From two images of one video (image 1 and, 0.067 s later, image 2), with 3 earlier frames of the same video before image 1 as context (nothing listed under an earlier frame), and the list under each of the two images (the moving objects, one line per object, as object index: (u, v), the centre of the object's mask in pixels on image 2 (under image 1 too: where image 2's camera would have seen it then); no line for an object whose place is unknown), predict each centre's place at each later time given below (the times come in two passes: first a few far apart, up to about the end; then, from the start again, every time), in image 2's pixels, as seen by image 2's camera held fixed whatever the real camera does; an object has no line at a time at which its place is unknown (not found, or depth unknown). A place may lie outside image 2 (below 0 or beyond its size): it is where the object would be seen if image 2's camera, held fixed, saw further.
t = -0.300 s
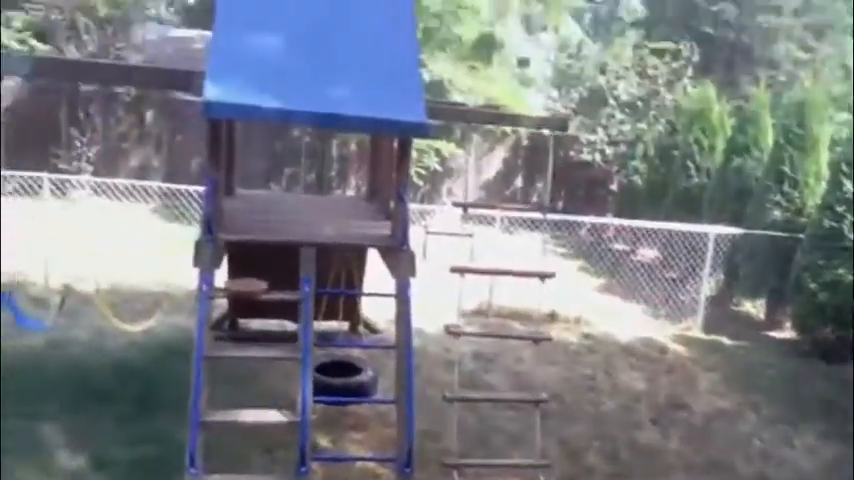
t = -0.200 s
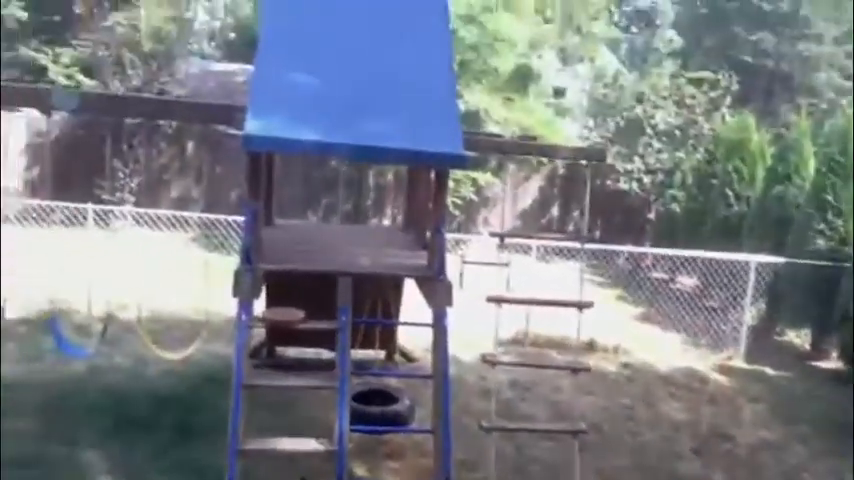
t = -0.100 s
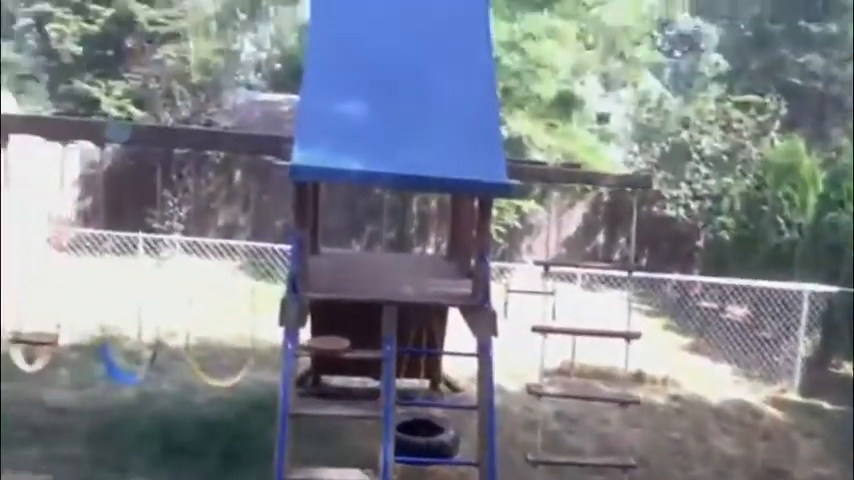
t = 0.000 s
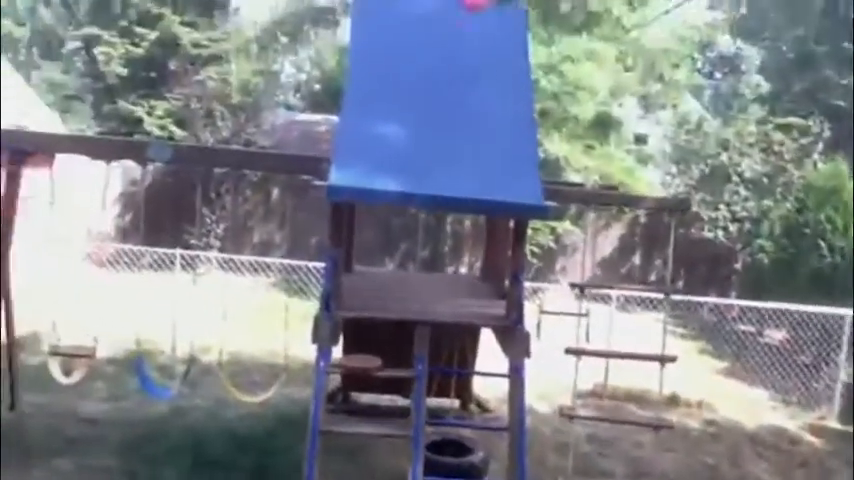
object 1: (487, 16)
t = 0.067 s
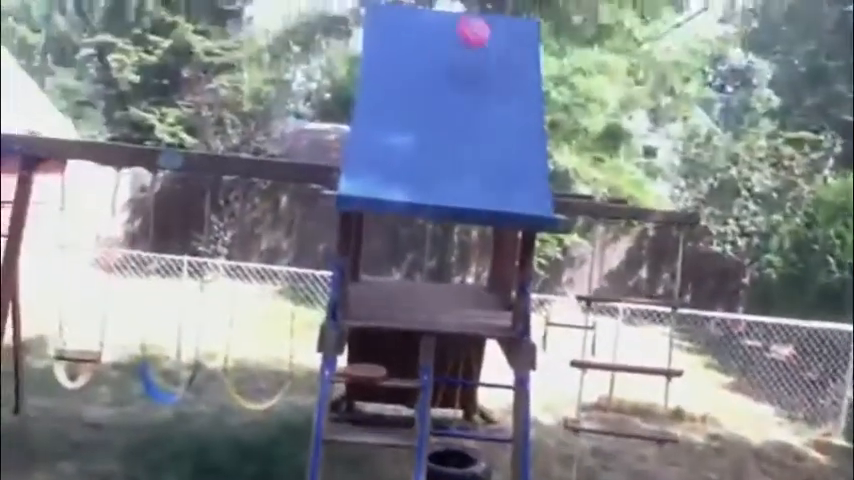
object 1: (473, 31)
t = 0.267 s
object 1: (448, 68)
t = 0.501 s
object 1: (432, 119)
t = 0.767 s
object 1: (418, 193)
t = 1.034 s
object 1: (406, 297)
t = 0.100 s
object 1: (468, 47)
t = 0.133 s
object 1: (463, 61)
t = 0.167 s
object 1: (460, 64)
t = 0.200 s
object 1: (457, 63)
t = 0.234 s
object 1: (453, 64)
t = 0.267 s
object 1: (448, 68)
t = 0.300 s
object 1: (445, 71)
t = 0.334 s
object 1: (443, 75)
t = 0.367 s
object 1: (441, 82)
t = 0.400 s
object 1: (438, 90)
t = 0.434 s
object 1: (435, 99)
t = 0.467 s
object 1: (434, 110)
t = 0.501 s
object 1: (432, 119)
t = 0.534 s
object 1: (430, 127)
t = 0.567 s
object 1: (428, 136)
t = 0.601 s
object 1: (426, 145)
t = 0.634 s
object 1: (424, 155)
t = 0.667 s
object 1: (423, 164)
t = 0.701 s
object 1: (422, 173)
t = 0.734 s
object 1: (420, 183)
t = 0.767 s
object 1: (418, 193)
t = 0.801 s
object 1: (417, 201)
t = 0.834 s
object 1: (416, 209)
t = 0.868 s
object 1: (416, 219)
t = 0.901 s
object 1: (415, 229)
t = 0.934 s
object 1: (413, 239)
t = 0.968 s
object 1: (411, 255)
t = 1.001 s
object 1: (410, 276)
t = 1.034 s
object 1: (406, 297)
